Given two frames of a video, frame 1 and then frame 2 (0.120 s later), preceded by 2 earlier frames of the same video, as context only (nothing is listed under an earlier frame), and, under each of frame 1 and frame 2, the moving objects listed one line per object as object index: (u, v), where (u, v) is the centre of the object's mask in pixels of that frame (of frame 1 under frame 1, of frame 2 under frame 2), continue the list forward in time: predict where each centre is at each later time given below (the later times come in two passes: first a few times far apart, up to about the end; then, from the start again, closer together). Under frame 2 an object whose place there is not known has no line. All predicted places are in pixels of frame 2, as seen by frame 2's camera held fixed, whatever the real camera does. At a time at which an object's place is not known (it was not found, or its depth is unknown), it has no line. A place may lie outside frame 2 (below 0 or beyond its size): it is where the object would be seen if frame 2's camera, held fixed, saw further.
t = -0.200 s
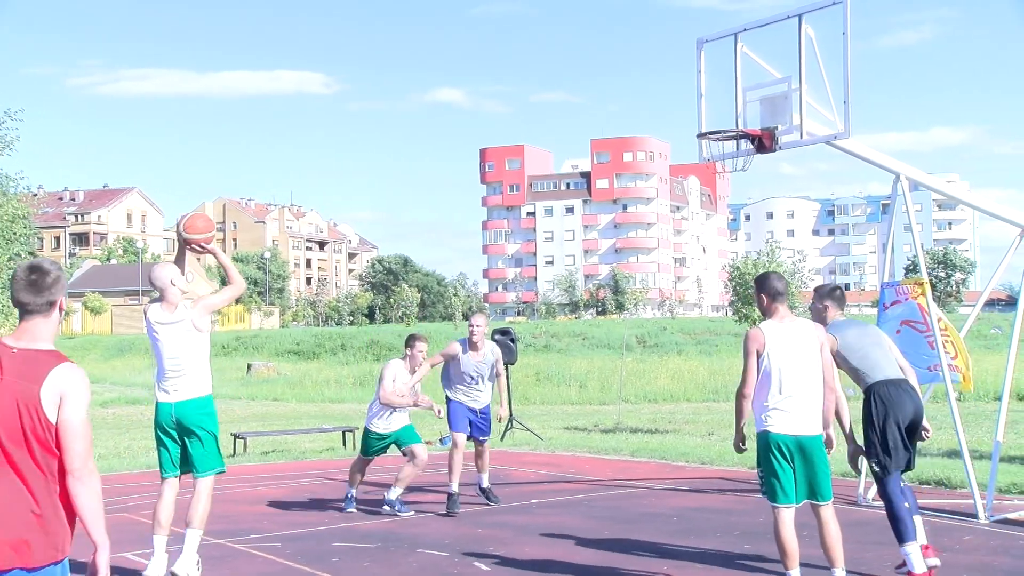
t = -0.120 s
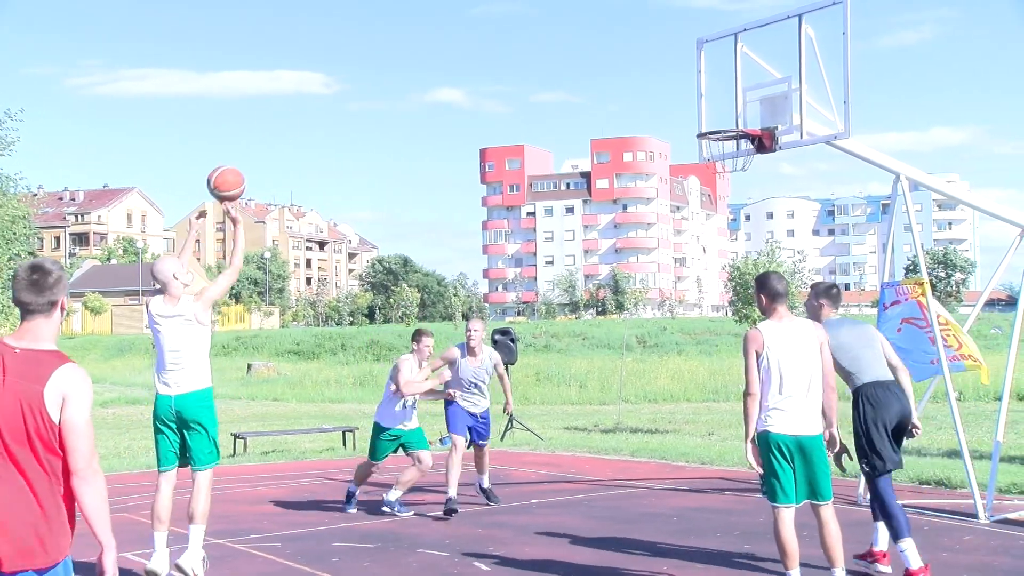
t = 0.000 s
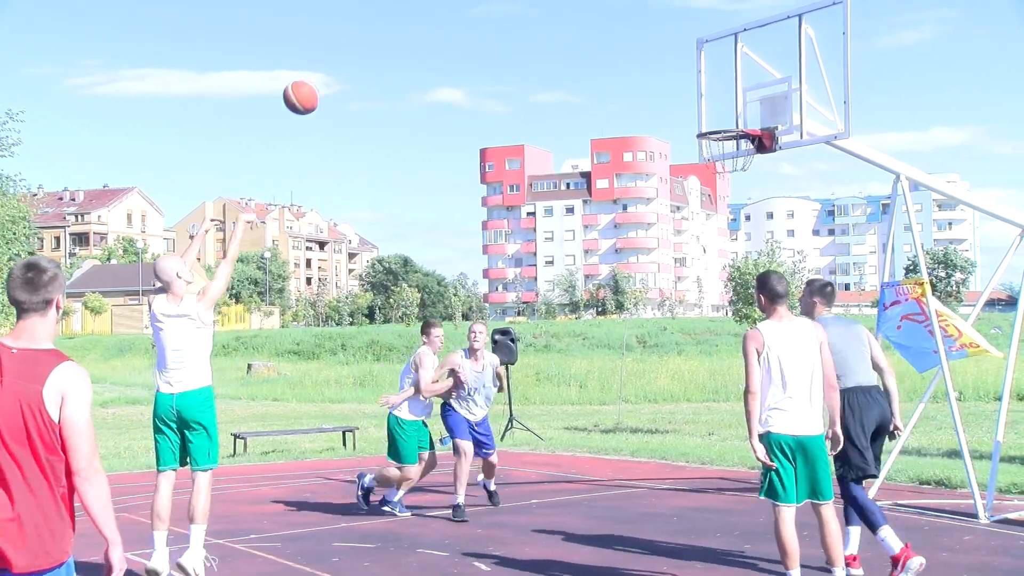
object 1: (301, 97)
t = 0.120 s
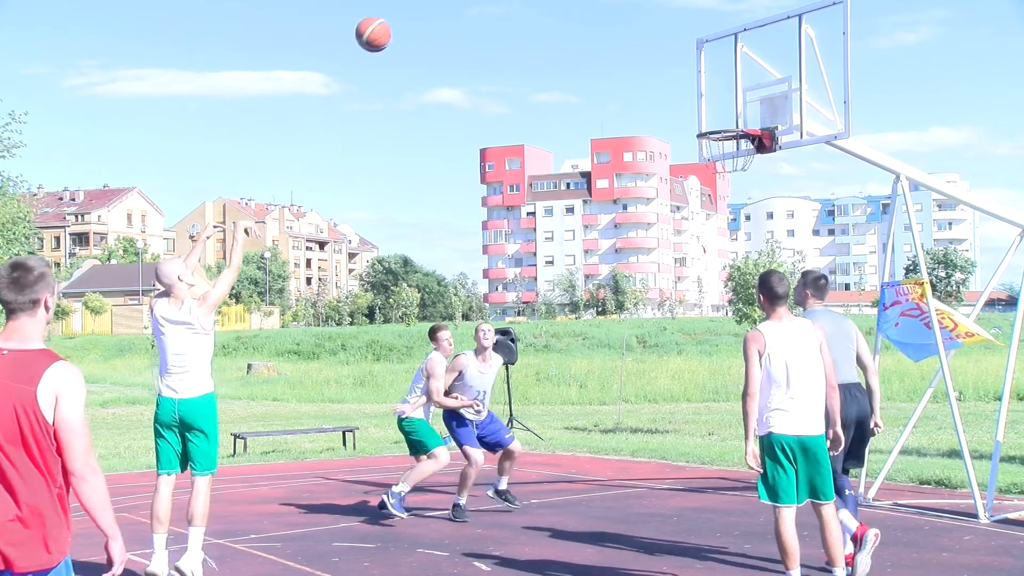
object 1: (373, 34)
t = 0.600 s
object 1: (629, 6)
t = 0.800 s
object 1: (724, 72)
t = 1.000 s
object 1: (759, 99)
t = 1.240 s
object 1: (752, 113)
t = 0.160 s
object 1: (396, 18)
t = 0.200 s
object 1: (419, 10)
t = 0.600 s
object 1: (629, 6)
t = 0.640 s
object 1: (648, 12)
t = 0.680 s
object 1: (668, 23)
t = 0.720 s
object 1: (687, 37)
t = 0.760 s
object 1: (706, 54)
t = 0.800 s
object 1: (724, 72)
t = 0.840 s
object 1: (742, 92)
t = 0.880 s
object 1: (760, 115)
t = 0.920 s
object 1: (762, 111)
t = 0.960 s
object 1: (761, 104)
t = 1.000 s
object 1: (759, 99)
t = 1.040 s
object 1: (758, 97)
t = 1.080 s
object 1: (757, 96)
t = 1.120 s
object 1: (756, 98)
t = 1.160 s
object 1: (754, 101)
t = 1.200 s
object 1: (753, 106)
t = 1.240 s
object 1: (752, 113)
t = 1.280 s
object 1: (754, 117)
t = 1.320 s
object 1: (759, 120)
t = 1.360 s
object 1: (764, 125)
